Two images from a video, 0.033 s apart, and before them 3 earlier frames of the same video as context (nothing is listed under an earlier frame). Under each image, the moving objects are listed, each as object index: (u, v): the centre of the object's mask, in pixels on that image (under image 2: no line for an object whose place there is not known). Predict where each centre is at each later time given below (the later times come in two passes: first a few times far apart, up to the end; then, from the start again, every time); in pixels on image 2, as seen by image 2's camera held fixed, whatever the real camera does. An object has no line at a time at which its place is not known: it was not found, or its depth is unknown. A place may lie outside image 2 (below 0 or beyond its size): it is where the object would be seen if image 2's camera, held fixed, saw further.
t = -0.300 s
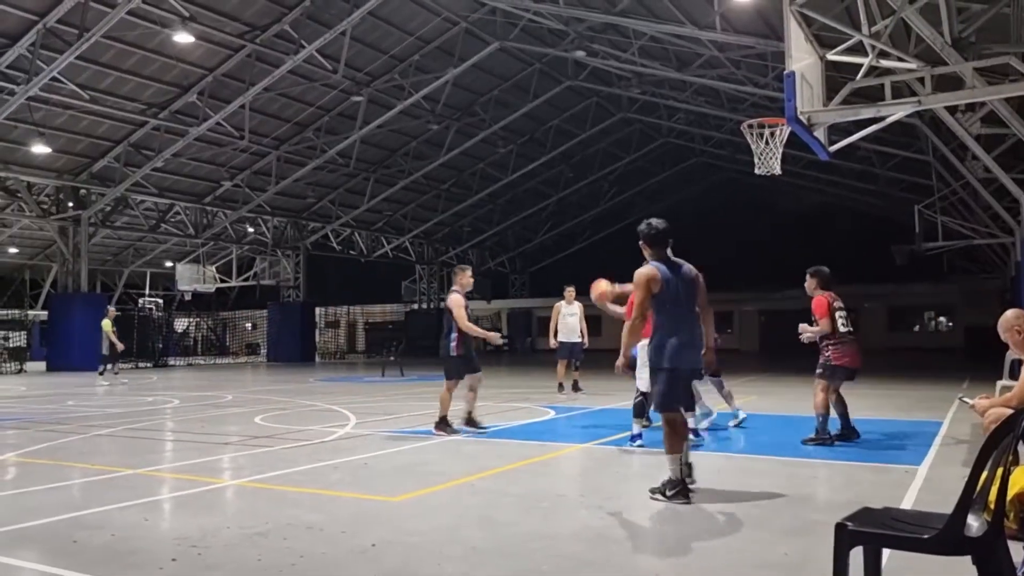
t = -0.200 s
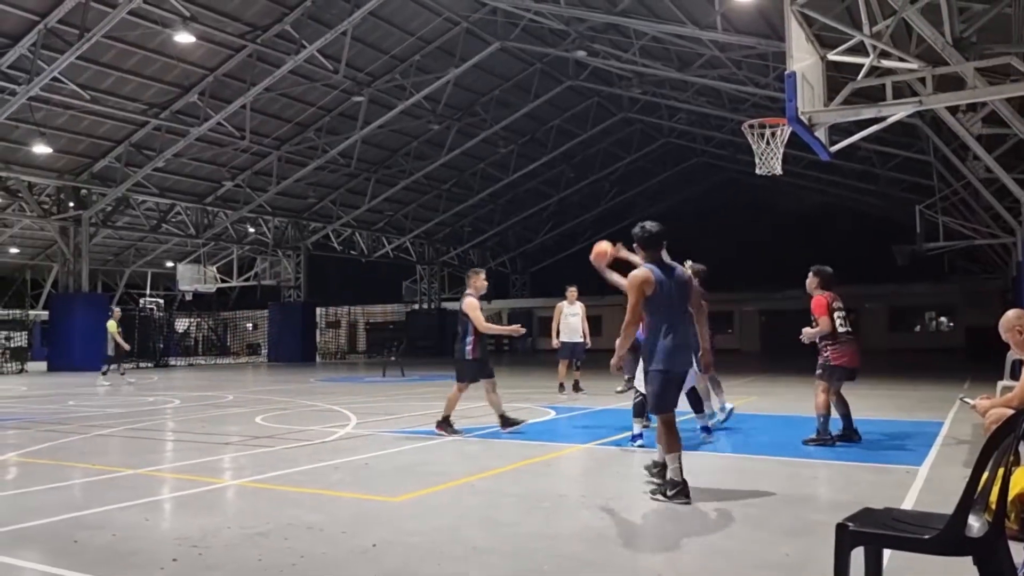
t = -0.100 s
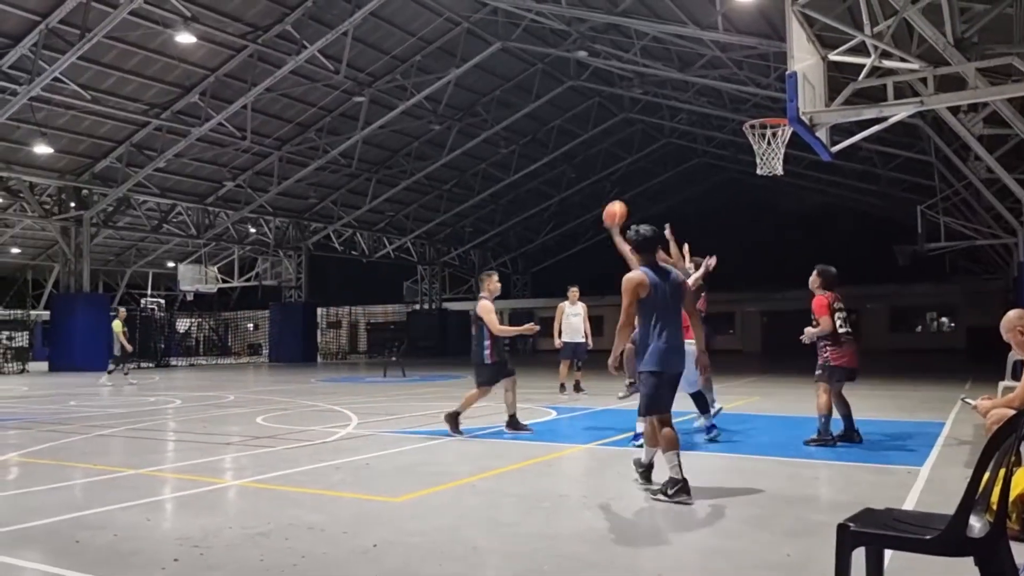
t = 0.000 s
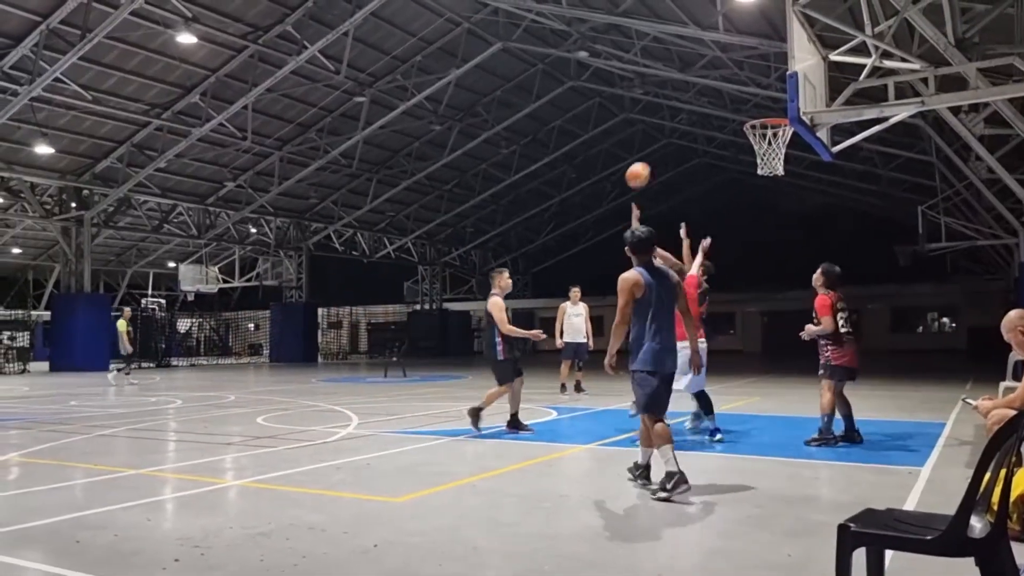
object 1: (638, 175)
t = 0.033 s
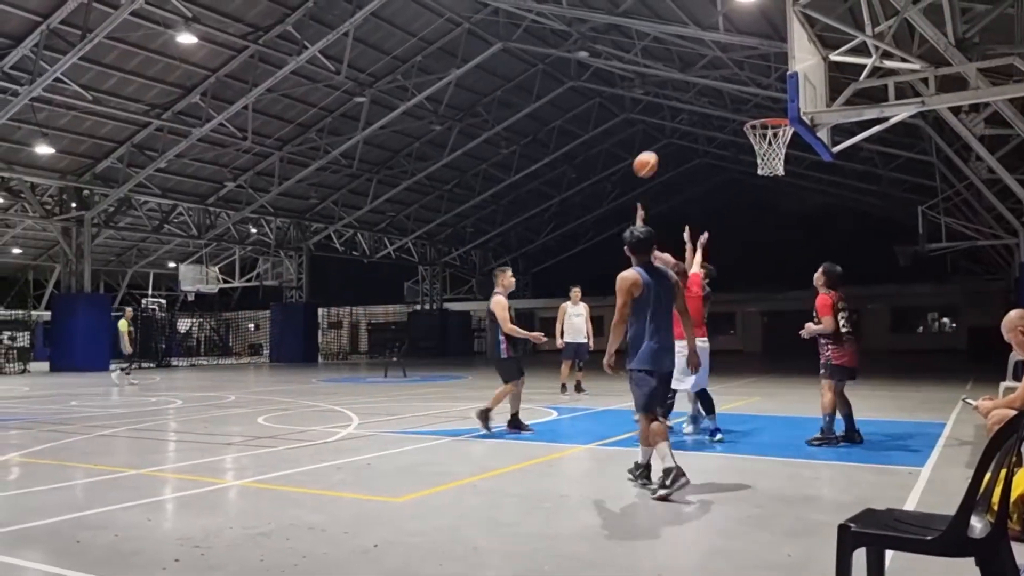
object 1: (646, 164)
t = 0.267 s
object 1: (702, 113)
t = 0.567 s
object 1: (769, 109)
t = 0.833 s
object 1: (777, 114)
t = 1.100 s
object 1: (753, 114)
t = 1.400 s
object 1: (767, 112)
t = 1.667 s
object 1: (781, 132)
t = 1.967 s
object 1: (762, 157)
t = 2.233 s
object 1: (767, 178)
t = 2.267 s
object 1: (769, 184)
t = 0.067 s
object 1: (653, 154)
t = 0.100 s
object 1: (661, 145)
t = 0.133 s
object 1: (669, 137)
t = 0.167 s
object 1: (677, 129)
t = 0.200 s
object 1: (686, 123)
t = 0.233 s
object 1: (694, 117)
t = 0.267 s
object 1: (702, 113)
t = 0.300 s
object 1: (710, 110)
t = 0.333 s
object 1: (719, 107)
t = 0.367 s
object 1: (727, 106)
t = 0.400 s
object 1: (735, 106)
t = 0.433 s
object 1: (744, 106)
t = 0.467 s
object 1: (753, 108)
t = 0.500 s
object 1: (760, 109)
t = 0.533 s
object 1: (764, 109)
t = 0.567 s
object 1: (769, 109)
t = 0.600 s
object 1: (773, 110)
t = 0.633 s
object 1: (776, 111)
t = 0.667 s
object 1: (778, 111)
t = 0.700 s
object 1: (779, 112)
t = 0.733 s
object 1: (780, 112)
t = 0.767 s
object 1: (780, 113)
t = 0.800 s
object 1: (779, 114)
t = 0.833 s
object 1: (777, 114)
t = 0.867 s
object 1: (774, 115)
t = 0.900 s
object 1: (770, 115)
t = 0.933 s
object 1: (766, 115)
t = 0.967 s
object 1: (763, 115)
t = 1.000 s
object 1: (759, 115)
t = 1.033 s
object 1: (757, 115)
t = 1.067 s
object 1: (755, 115)
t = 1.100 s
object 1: (753, 114)
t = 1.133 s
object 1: (753, 114)
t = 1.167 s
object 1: (752, 114)
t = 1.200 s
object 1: (753, 114)
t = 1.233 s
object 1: (754, 114)
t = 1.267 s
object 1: (755, 113)
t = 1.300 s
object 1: (757, 113)
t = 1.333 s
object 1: (759, 114)
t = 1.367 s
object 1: (763, 115)
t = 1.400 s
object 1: (767, 112)
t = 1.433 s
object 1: (770, 112)
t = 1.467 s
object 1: (774, 113)
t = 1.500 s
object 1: (776, 119)
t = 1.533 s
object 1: (778, 121)
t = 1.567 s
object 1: (779, 123)
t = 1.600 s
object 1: (780, 125)
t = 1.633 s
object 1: (780, 131)
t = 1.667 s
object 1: (781, 132)
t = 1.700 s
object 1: (779, 136)
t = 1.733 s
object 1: (777, 139)
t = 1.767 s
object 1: (774, 142)
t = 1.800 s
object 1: (772, 143)
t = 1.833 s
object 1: (769, 148)
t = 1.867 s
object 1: (767, 149)
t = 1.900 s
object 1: (766, 153)
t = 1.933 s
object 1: (764, 154)
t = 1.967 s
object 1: (762, 157)
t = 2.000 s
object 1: (762, 158)
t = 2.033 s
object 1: (762, 160)
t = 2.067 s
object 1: (763, 161)
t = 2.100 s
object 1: (762, 166)
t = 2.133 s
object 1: (762, 168)
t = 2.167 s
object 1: (763, 170)
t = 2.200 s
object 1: (765, 173)
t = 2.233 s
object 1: (767, 178)
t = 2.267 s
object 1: (769, 184)
